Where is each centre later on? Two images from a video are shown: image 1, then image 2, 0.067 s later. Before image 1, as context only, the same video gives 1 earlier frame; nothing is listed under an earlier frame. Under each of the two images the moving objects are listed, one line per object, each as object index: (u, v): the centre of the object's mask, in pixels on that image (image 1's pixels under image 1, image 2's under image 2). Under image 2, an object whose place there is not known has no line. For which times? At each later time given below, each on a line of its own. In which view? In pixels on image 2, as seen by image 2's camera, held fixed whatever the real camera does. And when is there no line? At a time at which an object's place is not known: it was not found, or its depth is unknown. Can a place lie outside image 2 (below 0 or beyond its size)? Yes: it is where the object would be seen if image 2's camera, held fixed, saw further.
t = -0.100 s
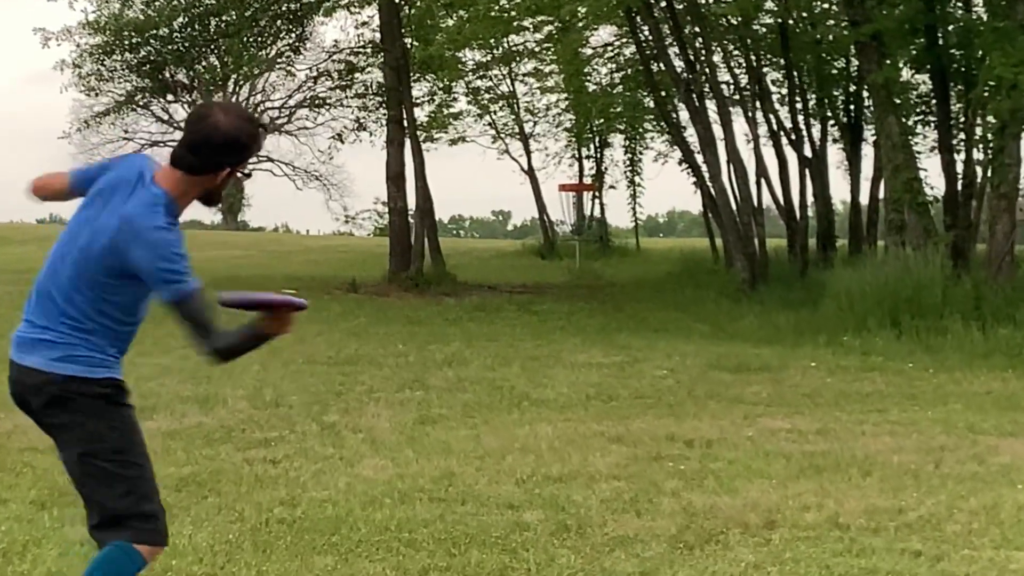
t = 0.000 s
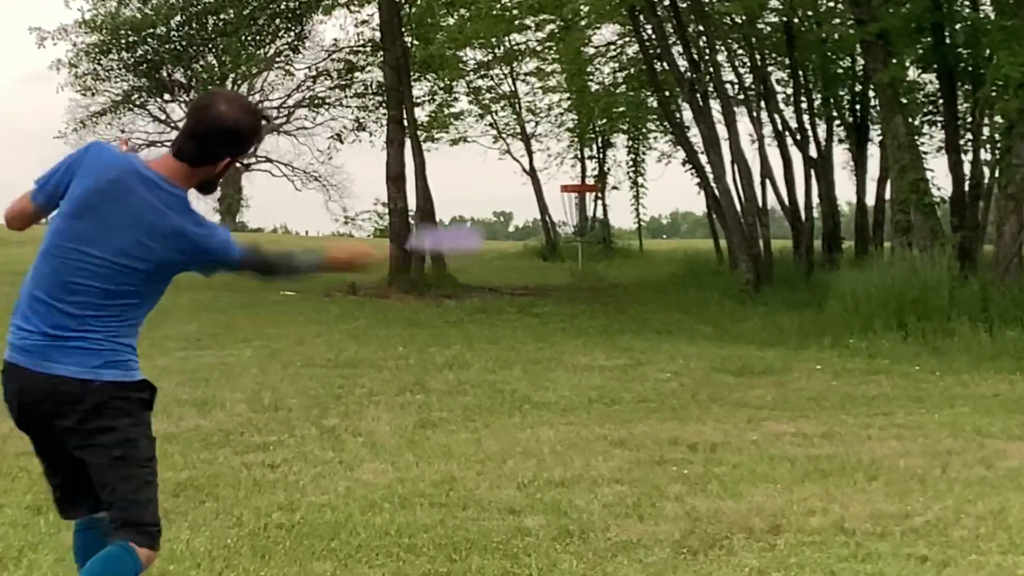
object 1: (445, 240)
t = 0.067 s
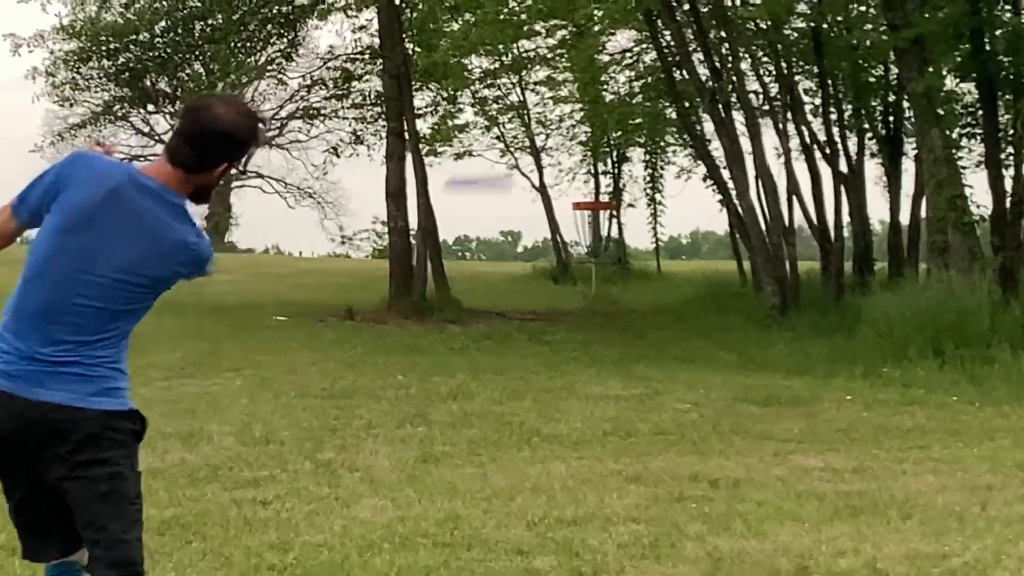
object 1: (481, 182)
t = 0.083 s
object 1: (480, 169)
